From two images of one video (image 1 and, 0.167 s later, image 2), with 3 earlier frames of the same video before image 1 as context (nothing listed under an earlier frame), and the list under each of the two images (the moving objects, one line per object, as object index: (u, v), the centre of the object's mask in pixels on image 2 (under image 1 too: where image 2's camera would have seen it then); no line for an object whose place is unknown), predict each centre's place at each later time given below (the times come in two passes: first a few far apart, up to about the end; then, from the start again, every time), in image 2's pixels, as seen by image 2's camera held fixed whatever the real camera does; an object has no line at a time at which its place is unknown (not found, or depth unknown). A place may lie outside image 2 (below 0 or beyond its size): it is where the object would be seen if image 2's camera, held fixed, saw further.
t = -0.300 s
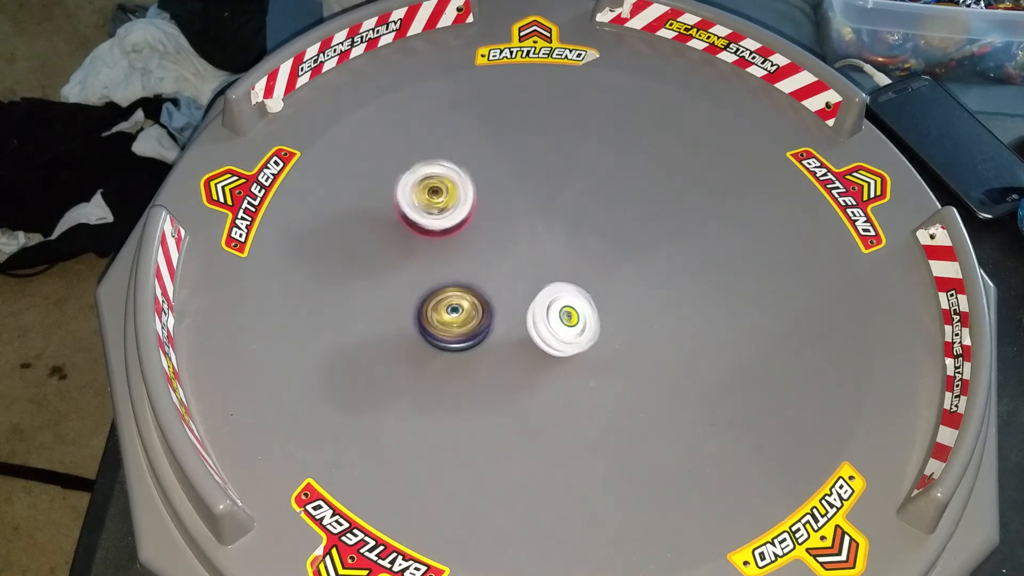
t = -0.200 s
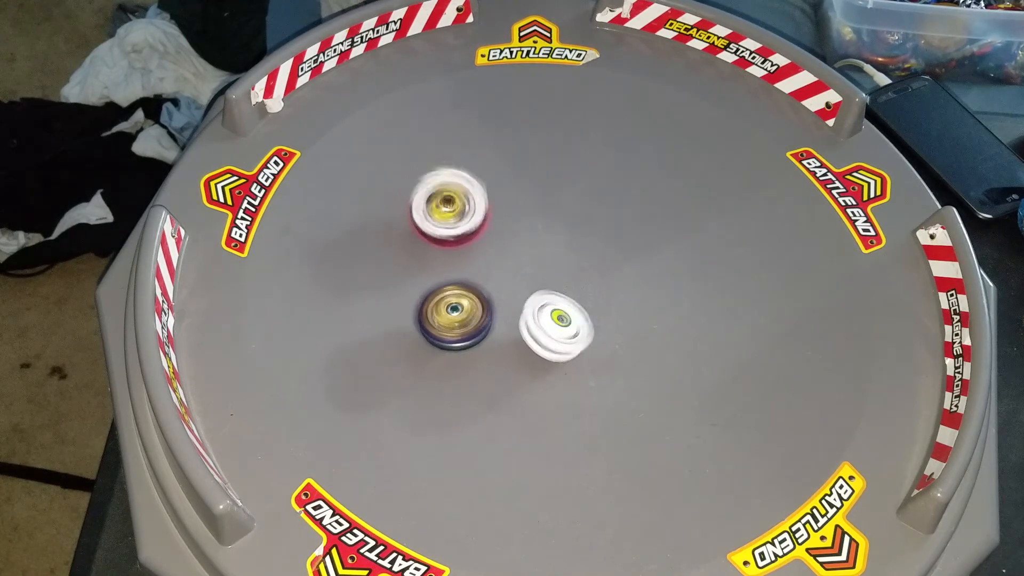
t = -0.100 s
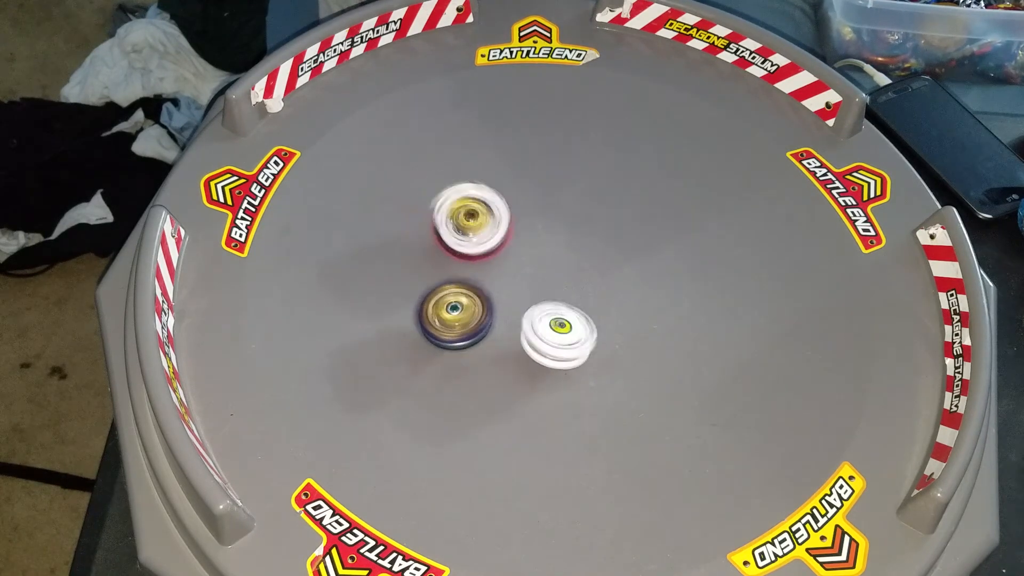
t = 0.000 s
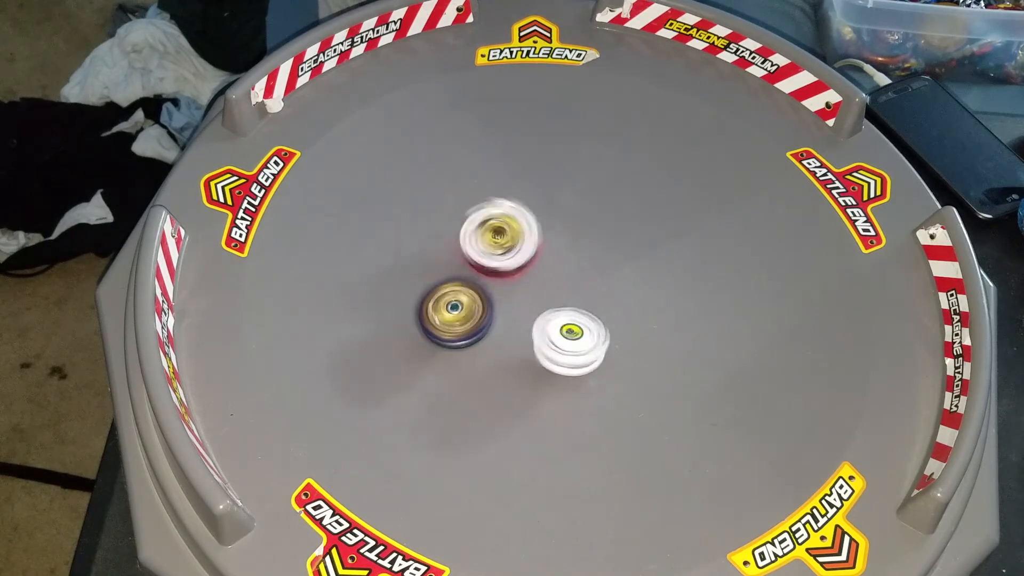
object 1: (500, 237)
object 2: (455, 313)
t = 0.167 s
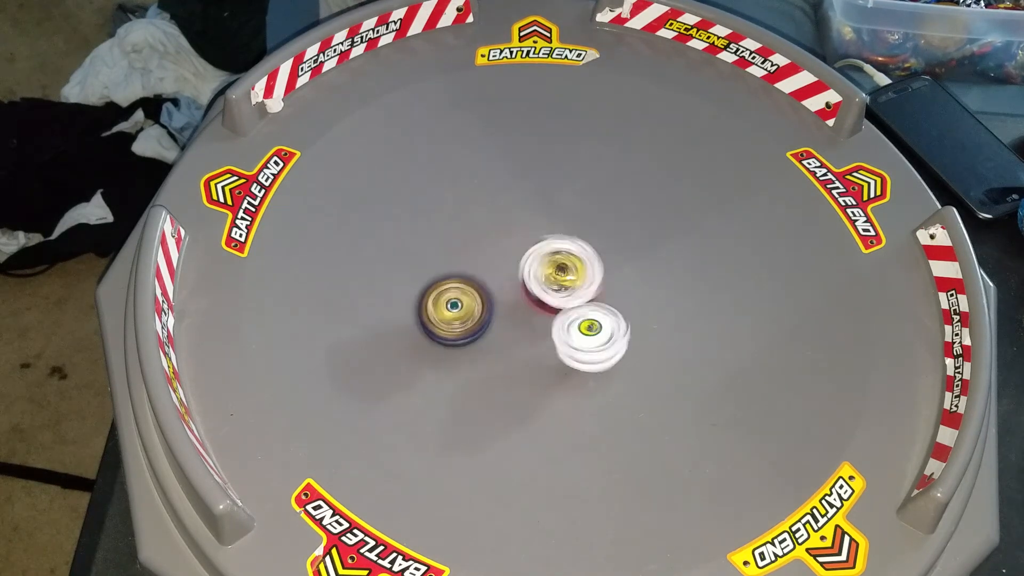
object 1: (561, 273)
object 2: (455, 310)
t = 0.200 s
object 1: (573, 270)
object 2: (454, 309)
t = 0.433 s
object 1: (587, 244)
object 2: (453, 307)
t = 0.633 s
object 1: (583, 244)
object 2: (452, 306)
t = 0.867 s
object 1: (556, 264)
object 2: (453, 305)
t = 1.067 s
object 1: (543, 295)
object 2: (448, 307)
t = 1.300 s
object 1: (579, 292)
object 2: (445, 306)
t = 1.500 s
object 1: (583, 281)
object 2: (445, 305)
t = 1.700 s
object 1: (583, 277)
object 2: (446, 303)
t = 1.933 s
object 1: (581, 272)
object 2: (446, 300)
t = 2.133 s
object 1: (575, 265)
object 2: (446, 298)
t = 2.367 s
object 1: (564, 257)
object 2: (446, 296)
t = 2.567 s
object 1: (560, 256)
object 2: (446, 294)
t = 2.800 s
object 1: (554, 257)
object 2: (447, 292)
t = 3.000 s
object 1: (545, 264)
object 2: (447, 290)
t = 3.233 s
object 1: (531, 279)
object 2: (448, 288)
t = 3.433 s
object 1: (573, 268)
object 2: (397, 300)
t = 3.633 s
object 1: (638, 217)
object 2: (332, 310)
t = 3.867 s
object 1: (663, 193)
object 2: (341, 323)
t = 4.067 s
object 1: (657, 195)
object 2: (394, 340)
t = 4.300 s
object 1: (621, 212)
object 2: (457, 339)
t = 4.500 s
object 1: (588, 235)
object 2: (489, 312)
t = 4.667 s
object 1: (593, 234)
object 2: (481, 297)
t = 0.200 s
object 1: (573, 270)
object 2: (454, 309)
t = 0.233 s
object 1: (578, 263)
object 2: (454, 309)
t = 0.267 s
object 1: (582, 257)
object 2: (454, 308)
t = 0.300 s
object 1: (584, 251)
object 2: (454, 308)
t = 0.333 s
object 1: (586, 248)
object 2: (453, 307)
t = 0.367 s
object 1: (588, 246)
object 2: (453, 307)
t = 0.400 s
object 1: (587, 245)
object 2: (453, 307)
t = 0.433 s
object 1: (587, 244)
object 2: (453, 307)
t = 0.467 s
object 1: (587, 245)
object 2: (453, 306)
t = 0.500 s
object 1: (586, 245)
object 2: (452, 306)
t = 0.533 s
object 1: (584, 244)
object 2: (452, 306)
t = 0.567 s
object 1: (583, 244)
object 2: (452, 306)
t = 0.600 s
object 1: (582, 243)
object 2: (452, 306)
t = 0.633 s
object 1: (583, 244)
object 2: (452, 306)
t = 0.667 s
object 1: (581, 245)
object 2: (452, 306)
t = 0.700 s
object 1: (578, 245)
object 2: (452, 306)
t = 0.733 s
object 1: (575, 249)
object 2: (452, 306)
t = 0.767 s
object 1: (571, 252)
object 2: (452, 306)
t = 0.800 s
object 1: (567, 255)
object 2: (452, 305)
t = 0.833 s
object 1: (561, 259)
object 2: (453, 305)
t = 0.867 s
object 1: (556, 264)
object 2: (453, 305)
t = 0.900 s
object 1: (552, 269)
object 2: (453, 305)
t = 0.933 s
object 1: (547, 275)
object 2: (453, 305)
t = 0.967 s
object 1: (543, 280)
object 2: (454, 305)
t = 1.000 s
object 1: (539, 286)
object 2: (454, 304)
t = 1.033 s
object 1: (536, 292)
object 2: (454, 304)
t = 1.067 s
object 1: (543, 295)
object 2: (448, 307)
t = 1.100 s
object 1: (550, 298)
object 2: (445, 308)
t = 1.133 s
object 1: (559, 300)
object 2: (445, 308)
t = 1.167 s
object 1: (568, 299)
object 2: (445, 307)
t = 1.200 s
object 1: (571, 297)
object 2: (445, 307)
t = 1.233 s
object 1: (574, 296)
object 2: (445, 307)
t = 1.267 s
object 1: (578, 294)
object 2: (445, 307)
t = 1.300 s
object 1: (579, 292)
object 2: (445, 306)
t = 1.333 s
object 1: (580, 290)
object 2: (445, 306)
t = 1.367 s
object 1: (581, 288)
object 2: (445, 306)
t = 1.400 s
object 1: (582, 286)
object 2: (445, 306)
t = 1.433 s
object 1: (582, 284)
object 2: (445, 305)
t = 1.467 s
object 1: (585, 284)
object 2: (445, 305)
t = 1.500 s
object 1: (583, 281)
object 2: (445, 305)
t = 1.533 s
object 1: (583, 280)
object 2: (445, 304)
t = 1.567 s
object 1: (586, 280)
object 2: (446, 304)
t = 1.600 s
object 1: (585, 279)
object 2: (446, 303)
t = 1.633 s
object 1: (585, 279)
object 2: (445, 303)
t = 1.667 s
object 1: (585, 279)
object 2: (446, 303)
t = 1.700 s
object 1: (583, 277)
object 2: (446, 303)
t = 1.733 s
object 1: (582, 277)
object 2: (446, 302)
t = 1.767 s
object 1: (582, 275)
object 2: (446, 302)
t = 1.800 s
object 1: (581, 274)
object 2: (446, 301)
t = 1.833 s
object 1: (582, 273)
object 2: (446, 301)
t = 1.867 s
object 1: (583, 272)
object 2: (446, 301)
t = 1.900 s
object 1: (582, 273)
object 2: (446, 301)
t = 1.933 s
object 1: (581, 272)
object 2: (446, 300)
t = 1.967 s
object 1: (581, 271)
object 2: (446, 300)
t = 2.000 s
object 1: (579, 270)
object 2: (446, 299)
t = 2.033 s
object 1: (578, 269)
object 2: (446, 299)
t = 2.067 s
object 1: (577, 268)
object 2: (446, 299)
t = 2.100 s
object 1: (575, 267)
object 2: (446, 299)
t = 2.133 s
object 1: (575, 265)
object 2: (446, 298)
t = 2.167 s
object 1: (571, 264)
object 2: (446, 298)
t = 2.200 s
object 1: (570, 263)
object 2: (446, 298)
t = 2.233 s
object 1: (568, 261)
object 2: (446, 297)
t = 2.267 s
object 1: (567, 260)
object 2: (446, 297)
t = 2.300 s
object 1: (567, 259)
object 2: (446, 297)
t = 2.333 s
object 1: (564, 258)
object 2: (446, 297)
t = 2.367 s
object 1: (564, 257)
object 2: (446, 296)
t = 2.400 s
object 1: (563, 256)
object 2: (446, 296)
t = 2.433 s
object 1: (563, 256)
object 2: (446, 296)
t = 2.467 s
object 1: (562, 256)
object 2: (446, 295)
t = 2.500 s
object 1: (561, 255)
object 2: (446, 295)
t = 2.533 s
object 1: (562, 256)
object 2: (446, 295)
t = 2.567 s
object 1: (560, 256)
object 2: (446, 294)
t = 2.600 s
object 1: (560, 258)
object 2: (446, 294)
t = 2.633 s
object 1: (557, 258)
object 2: (446, 294)
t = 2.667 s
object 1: (556, 258)
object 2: (447, 293)
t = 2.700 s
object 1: (556, 257)
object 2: (447, 293)
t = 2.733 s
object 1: (555, 257)
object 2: (447, 293)
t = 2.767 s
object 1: (556, 256)
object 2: (447, 292)
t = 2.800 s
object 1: (554, 257)
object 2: (447, 292)
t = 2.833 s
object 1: (554, 258)
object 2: (447, 292)
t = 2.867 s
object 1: (552, 259)
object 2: (447, 292)
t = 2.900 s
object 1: (552, 260)
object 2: (447, 291)
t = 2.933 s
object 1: (549, 261)
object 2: (447, 291)
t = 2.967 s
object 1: (547, 263)
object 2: (447, 291)
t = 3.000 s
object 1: (545, 264)
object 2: (447, 290)
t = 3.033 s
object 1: (544, 267)
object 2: (448, 290)
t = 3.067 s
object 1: (541, 268)
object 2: (447, 290)
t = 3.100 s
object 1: (540, 271)
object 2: (447, 289)
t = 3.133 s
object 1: (537, 272)
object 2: (448, 289)
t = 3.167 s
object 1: (536, 276)
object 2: (448, 289)
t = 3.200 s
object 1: (534, 277)
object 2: (448, 288)
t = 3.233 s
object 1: (531, 279)
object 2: (448, 288)
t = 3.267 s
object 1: (531, 281)
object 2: (448, 288)
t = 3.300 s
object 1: (532, 283)
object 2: (448, 287)
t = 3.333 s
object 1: (529, 285)
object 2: (448, 287)
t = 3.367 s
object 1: (532, 285)
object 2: (444, 289)
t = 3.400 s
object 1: (555, 278)
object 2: (418, 296)
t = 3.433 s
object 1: (573, 268)
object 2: (397, 300)
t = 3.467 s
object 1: (590, 258)
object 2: (380, 302)
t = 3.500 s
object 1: (606, 249)
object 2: (367, 305)
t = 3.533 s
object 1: (614, 238)
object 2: (354, 305)
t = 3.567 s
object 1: (625, 230)
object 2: (345, 306)
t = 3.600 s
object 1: (632, 225)
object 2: (338, 308)
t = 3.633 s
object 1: (638, 217)
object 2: (332, 310)
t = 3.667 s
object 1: (645, 213)
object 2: (329, 313)
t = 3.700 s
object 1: (650, 207)
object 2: (328, 315)
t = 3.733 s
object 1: (654, 202)
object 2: (329, 316)
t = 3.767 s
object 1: (656, 199)
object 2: (330, 318)
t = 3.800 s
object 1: (661, 196)
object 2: (333, 319)
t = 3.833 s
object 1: (661, 194)
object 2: (336, 322)
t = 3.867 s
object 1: (663, 193)
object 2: (341, 323)
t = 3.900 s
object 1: (664, 193)
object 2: (345, 327)
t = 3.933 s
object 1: (661, 192)
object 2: (352, 329)
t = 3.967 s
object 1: (660, 192)
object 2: (361, 332)
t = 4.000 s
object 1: (658, 193)
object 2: (370, 335)
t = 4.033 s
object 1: (658, 193)
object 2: (381, 338)
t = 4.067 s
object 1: (657, 195)
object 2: (394, 340)
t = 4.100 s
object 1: (653, 195)
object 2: (406, 341)
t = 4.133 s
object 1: (650, 195)
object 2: (421, 341)
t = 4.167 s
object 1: (644, 198)
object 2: (433, 340)
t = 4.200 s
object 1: (639, 200)
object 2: (446, 338)
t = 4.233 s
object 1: (634, 203)
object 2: (446, 341)
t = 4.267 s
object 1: (627, 208)
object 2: (452, 340)
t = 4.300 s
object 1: (621, 212)
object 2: (457, 339)
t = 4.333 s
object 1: (615, 216)
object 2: (462, 337)
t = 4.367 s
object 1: (608, 221)
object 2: (469, 332)
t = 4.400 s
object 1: (602, 227)
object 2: (474, 327)
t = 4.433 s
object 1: (597, 232)
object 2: (480, 324)
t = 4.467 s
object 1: (591, 234)
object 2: (486, 318)
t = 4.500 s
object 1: (588, 235)
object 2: (489, 312)
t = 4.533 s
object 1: (585, 236)
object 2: (489, 308)
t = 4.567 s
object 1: (586, 236)
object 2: (488, 303)
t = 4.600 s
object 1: (587, 236)
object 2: (485, 303)
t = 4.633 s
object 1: (590, 235)
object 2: (483, 300)
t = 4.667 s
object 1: (593, 234)
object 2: (481, 297)
